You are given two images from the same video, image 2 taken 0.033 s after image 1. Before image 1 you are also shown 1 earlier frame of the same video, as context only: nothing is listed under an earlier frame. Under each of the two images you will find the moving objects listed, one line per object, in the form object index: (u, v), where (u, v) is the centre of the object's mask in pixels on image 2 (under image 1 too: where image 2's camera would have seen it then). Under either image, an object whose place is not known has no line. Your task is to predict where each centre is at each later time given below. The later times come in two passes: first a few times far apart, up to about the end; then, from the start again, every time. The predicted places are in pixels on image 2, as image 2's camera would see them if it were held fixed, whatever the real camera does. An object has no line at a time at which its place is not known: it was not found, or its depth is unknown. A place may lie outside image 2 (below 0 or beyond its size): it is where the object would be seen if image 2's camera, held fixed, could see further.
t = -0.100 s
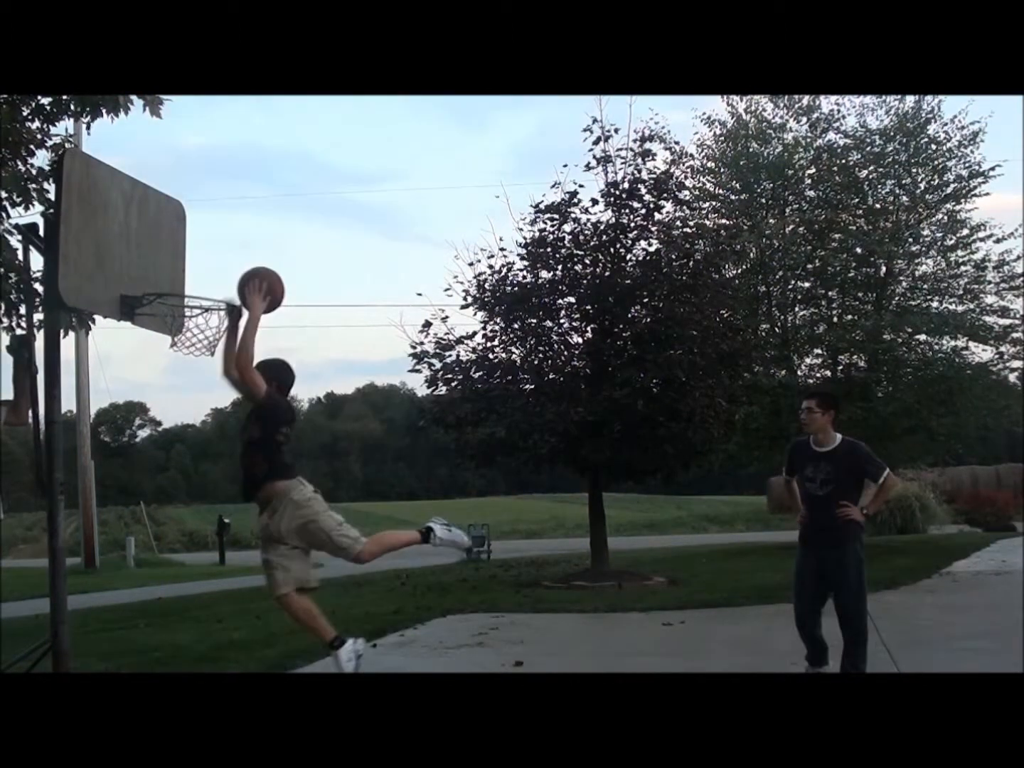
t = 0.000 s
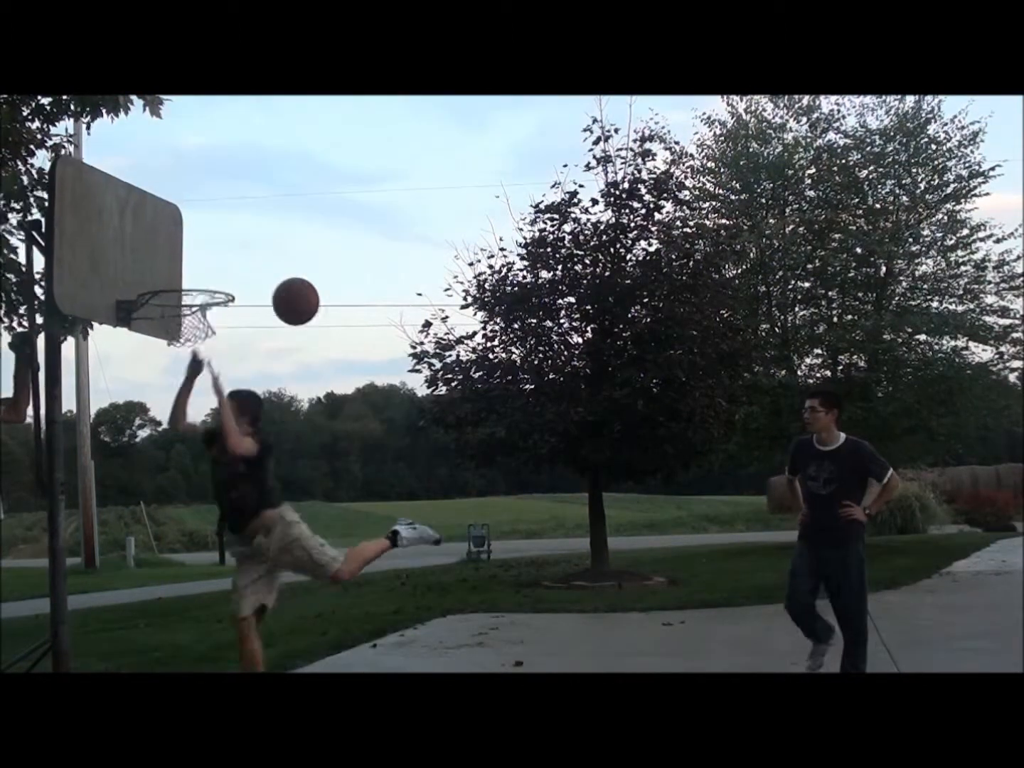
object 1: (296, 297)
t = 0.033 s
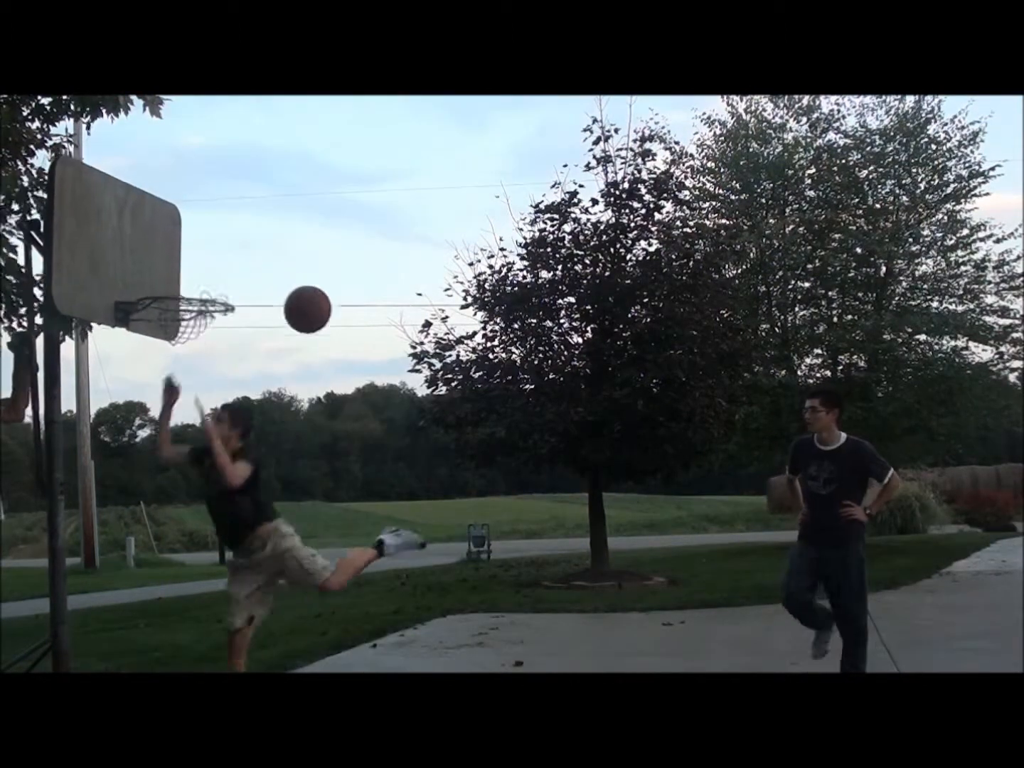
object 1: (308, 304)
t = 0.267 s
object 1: (396, 421)
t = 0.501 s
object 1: (488, 649)
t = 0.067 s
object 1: (320, 315)
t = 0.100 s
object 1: (332, 327)
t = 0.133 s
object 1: (344, 343)
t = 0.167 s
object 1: (357, 358)
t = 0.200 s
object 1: (369, 377)
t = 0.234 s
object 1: (381, 398)
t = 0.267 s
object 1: (396, 421)
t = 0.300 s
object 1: (408, 445)
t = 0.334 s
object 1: (423, 472)
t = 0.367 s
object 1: (434, 504)
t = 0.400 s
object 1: (447, 537)
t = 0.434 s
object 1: (460, 573)
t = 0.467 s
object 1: (475, 609)
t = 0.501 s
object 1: (488, 649)
